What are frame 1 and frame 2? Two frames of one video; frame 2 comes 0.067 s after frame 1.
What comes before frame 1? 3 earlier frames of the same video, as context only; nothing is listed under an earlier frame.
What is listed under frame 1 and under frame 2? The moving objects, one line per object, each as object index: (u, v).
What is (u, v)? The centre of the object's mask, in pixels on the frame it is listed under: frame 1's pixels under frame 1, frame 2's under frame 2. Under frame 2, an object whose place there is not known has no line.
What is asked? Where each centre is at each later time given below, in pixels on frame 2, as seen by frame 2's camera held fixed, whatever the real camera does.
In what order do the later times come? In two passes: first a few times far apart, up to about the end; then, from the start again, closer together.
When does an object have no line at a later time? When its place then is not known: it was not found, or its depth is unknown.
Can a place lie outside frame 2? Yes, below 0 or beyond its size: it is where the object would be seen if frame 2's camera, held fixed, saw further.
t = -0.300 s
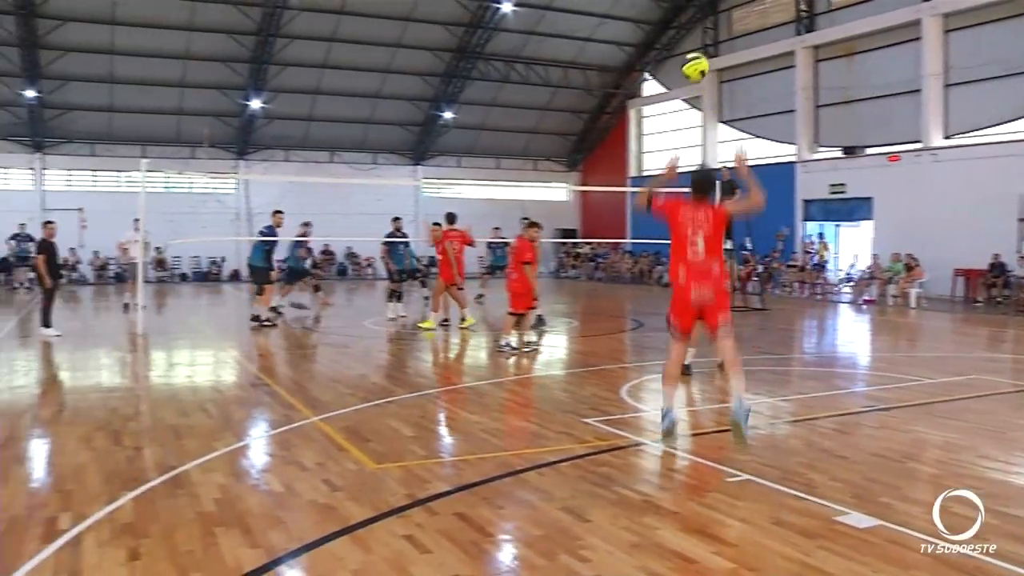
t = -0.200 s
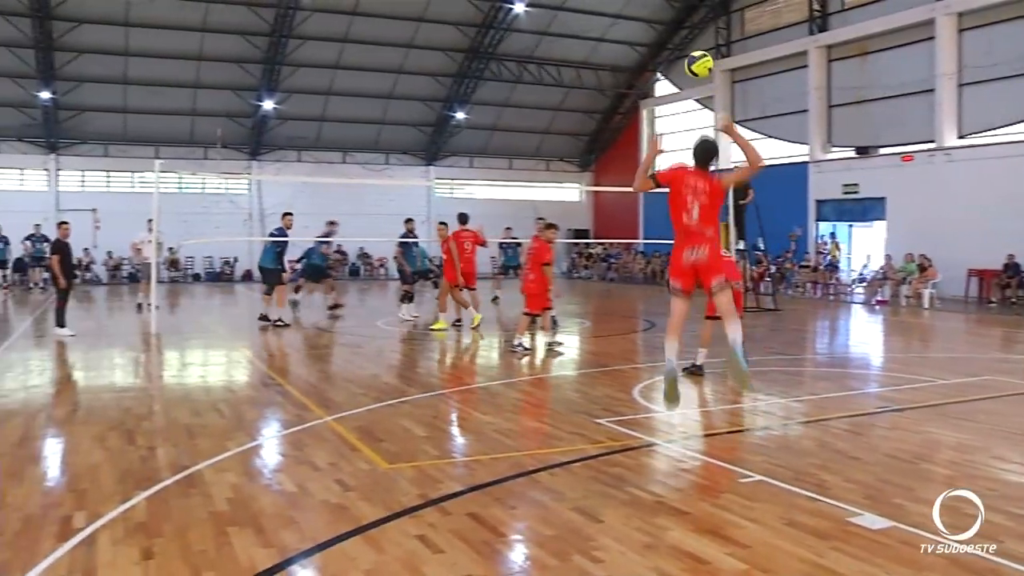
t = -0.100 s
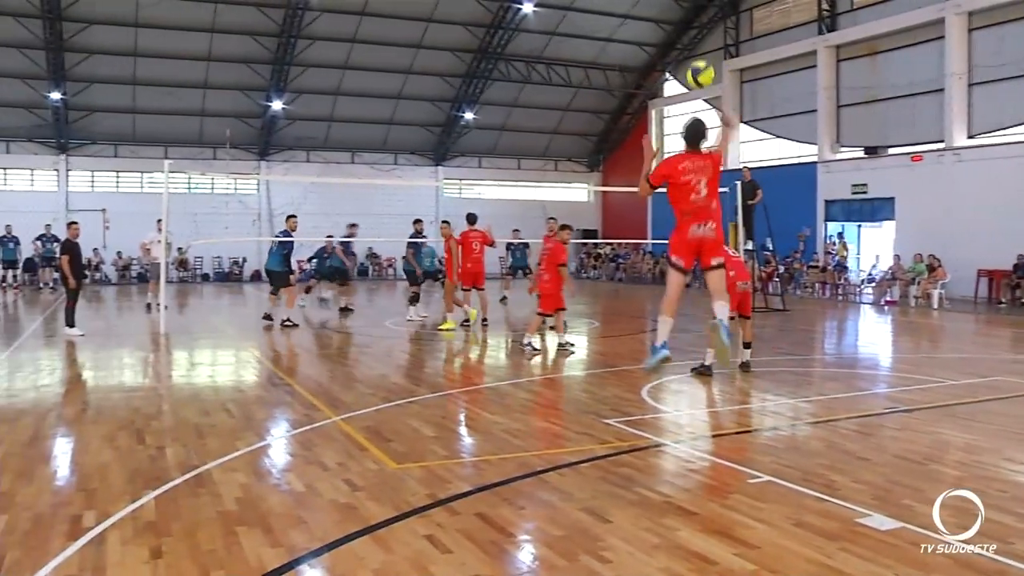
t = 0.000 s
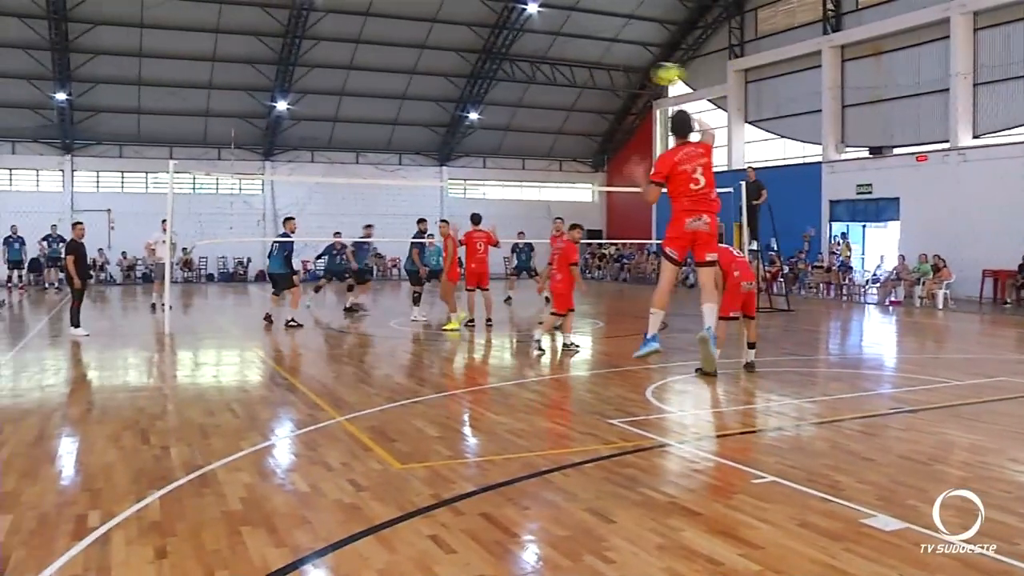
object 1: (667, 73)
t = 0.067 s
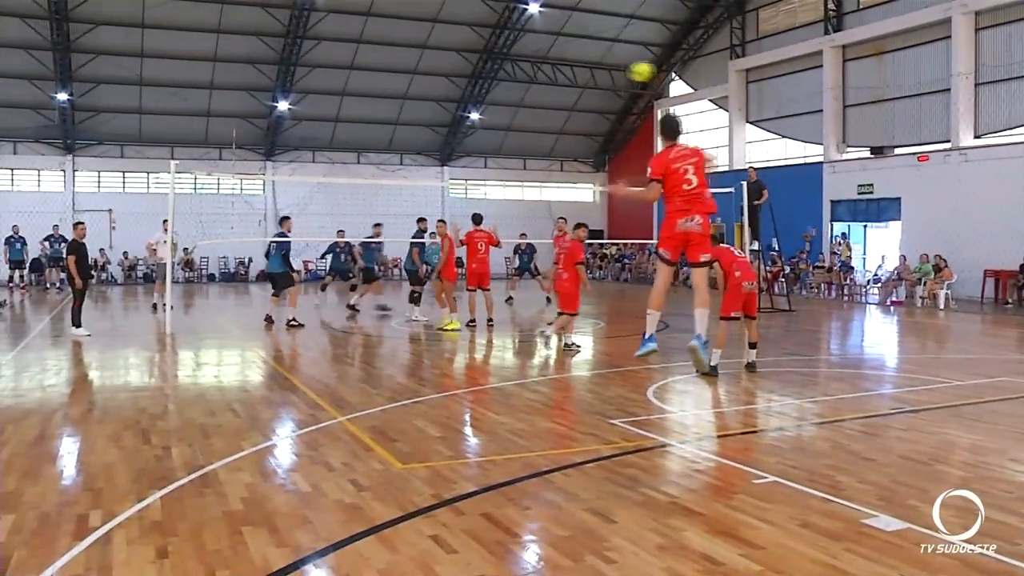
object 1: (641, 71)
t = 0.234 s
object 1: (594, 81)
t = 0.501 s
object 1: (546, 127)
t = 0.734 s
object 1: (515, 178)
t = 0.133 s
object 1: (619, 72)
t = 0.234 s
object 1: (594, 81)
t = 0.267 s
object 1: (587, 86)
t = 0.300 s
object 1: (581, 92)
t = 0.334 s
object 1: (574, 97)
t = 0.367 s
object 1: (568, 103)
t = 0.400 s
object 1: (562, 109)
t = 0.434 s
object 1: (557, 115)
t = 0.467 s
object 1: (551, 122)
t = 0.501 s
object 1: (546, 127)
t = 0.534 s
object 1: (541, 134)
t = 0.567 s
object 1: (536, 141)
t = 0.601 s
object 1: (531, 148)
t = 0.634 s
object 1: (528, 155)
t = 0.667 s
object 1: (523, 164)
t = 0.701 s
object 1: (519, 171)
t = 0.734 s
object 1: (515, 178)
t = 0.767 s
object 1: (509, 188)
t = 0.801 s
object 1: (507, 195)
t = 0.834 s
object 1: (503, 203)
